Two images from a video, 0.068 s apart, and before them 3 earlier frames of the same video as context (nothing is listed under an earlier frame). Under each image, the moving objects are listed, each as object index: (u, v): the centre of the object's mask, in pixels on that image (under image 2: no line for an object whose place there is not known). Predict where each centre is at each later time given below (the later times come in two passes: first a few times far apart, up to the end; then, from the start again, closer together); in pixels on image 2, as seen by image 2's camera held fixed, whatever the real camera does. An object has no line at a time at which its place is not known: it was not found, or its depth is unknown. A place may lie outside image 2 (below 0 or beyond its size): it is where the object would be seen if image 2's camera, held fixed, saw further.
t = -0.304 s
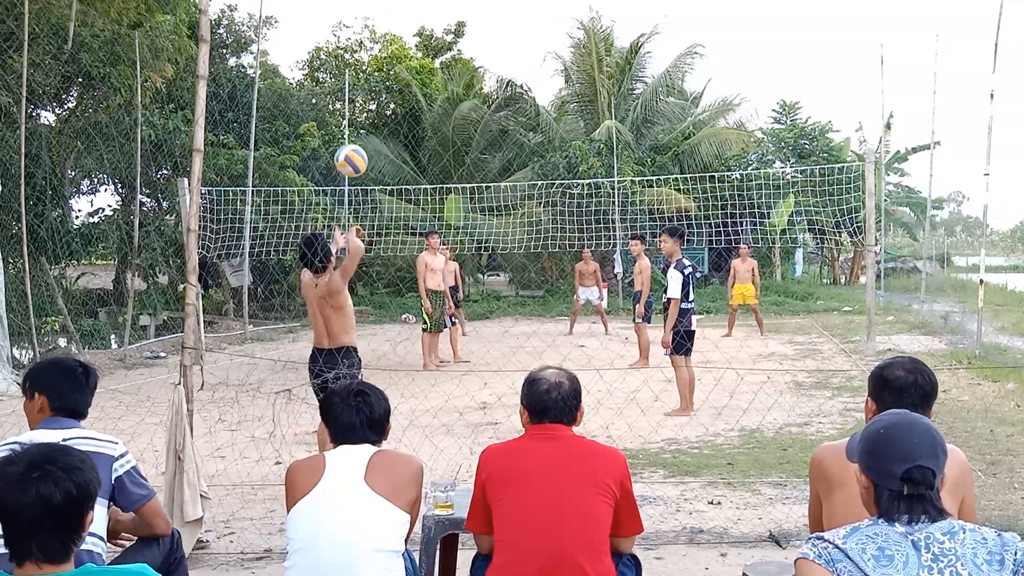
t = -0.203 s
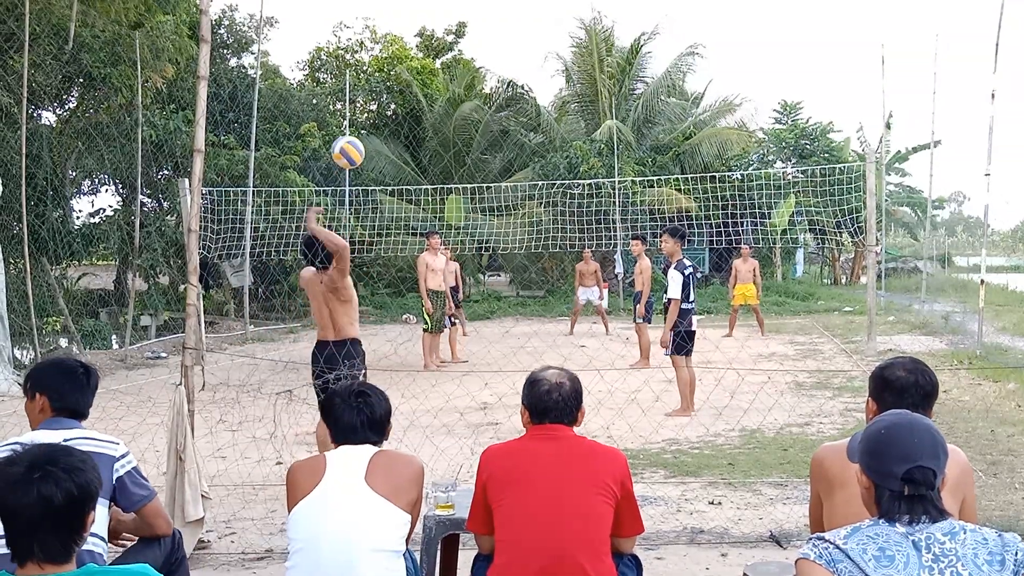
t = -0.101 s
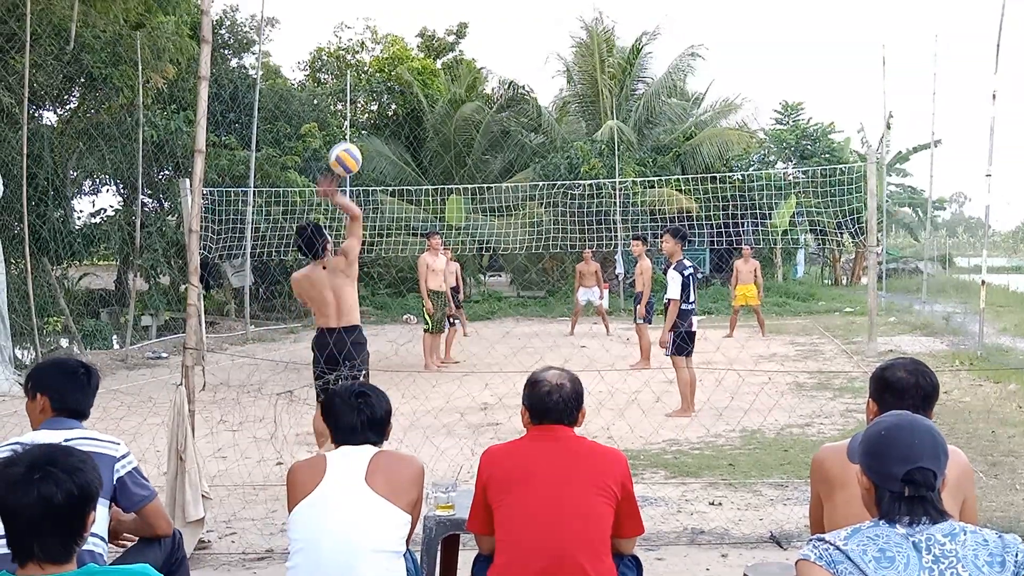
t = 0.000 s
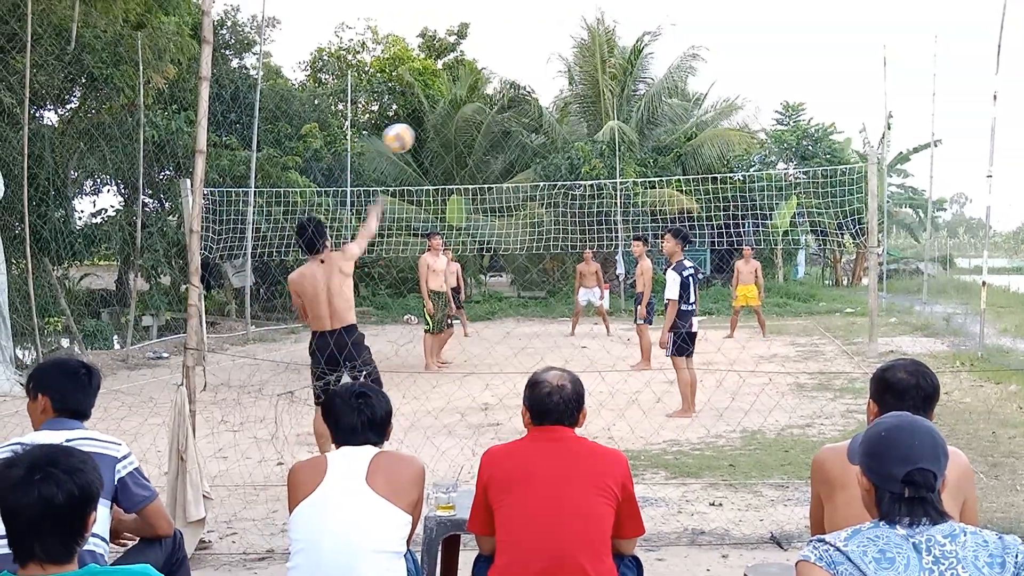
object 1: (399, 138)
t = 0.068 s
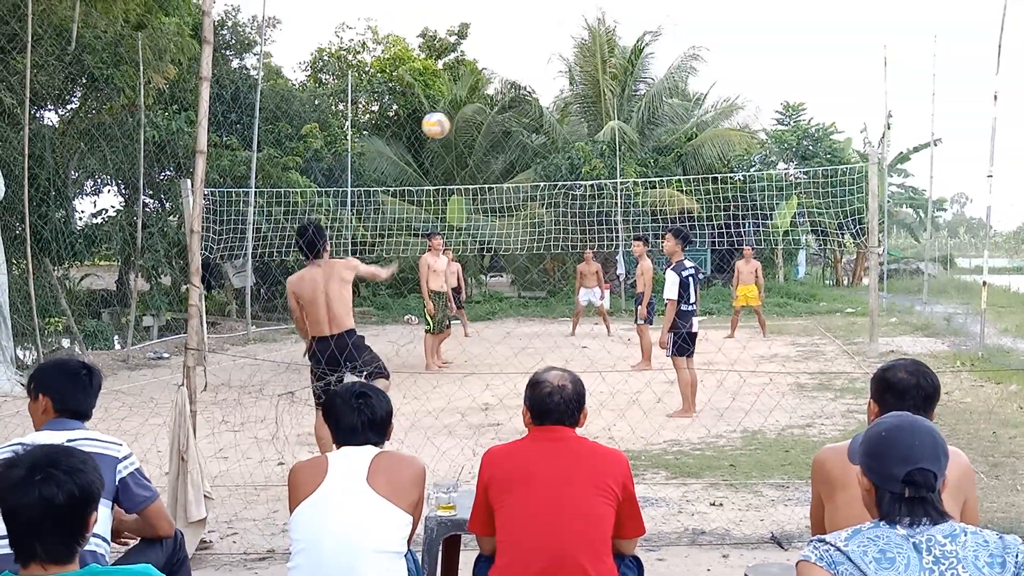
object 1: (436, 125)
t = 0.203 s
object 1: (486, 121)
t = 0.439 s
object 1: (544, 148)
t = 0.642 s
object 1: (578, 188)
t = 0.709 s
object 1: (590, 204)
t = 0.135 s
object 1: (464, 121)
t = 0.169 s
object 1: (476, 120)
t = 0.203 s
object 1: (486, 121)
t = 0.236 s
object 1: (496, 123)
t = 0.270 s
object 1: (505, 126)
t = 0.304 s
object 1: (514, 129)
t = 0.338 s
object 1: (522, 133)
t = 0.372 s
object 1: (530, 137)
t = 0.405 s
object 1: (537, 143)
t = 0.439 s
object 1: (544, 148)
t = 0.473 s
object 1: (551, 153)
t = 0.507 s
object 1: (557, 160)
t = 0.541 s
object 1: (563, 166)
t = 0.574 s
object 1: (569, 173)
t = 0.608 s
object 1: (574, 180)
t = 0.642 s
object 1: (578, 188)
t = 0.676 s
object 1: (584, 195)
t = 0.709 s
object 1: (590, 204)
